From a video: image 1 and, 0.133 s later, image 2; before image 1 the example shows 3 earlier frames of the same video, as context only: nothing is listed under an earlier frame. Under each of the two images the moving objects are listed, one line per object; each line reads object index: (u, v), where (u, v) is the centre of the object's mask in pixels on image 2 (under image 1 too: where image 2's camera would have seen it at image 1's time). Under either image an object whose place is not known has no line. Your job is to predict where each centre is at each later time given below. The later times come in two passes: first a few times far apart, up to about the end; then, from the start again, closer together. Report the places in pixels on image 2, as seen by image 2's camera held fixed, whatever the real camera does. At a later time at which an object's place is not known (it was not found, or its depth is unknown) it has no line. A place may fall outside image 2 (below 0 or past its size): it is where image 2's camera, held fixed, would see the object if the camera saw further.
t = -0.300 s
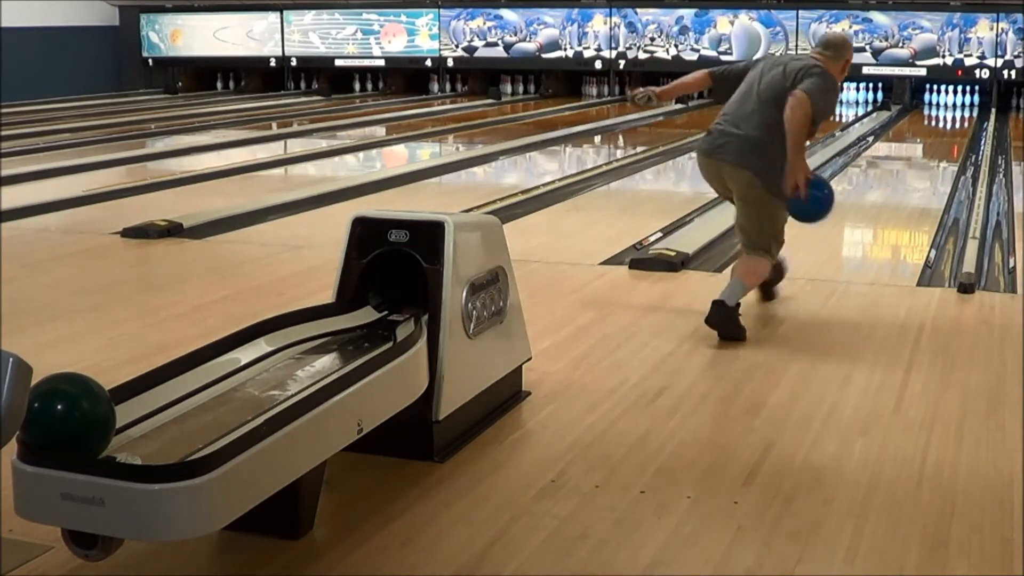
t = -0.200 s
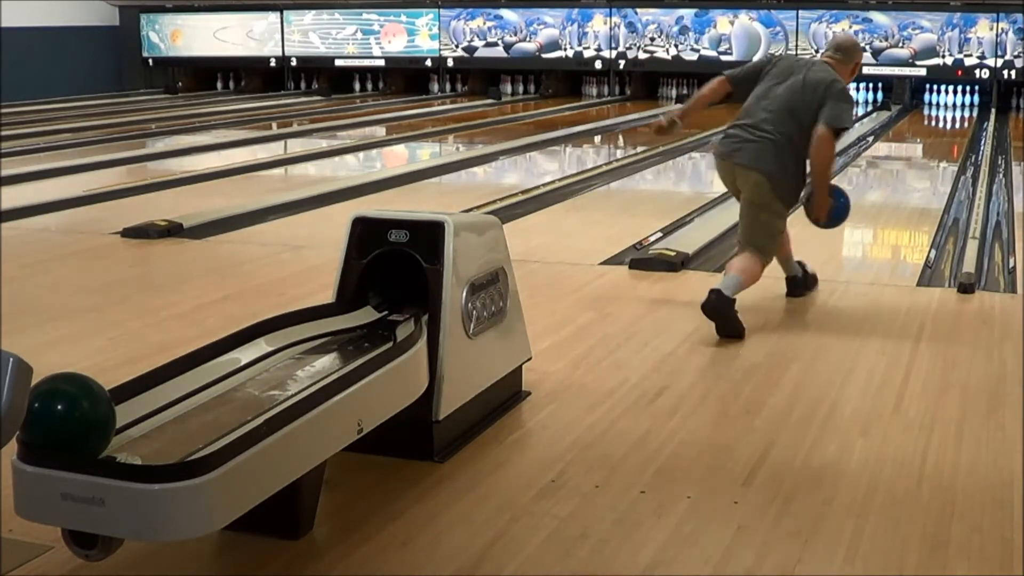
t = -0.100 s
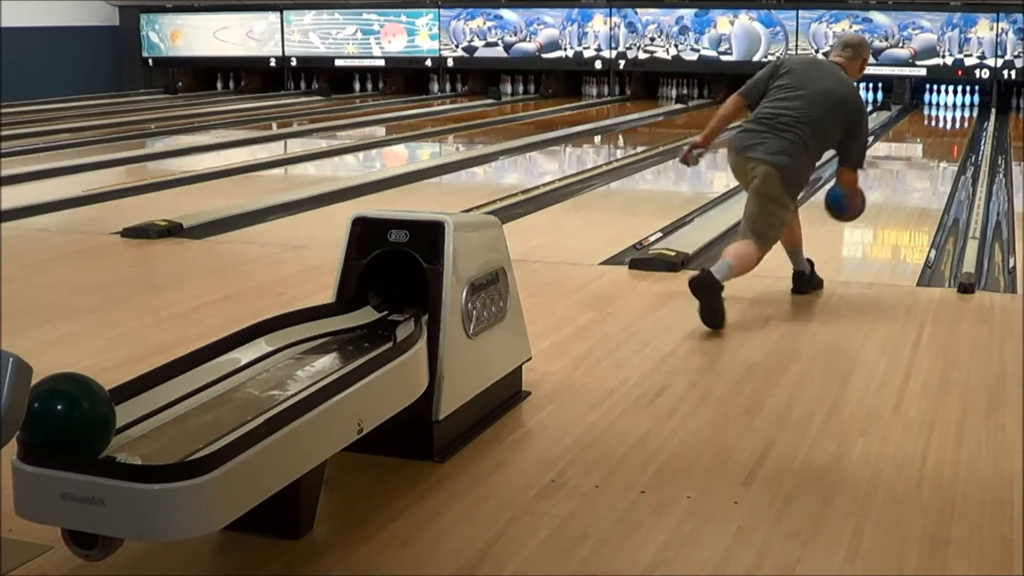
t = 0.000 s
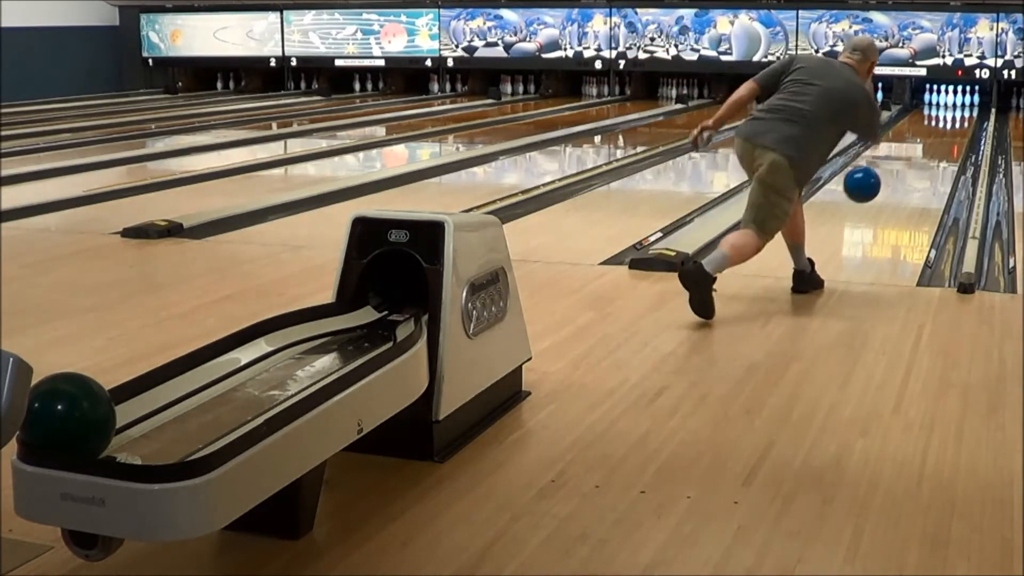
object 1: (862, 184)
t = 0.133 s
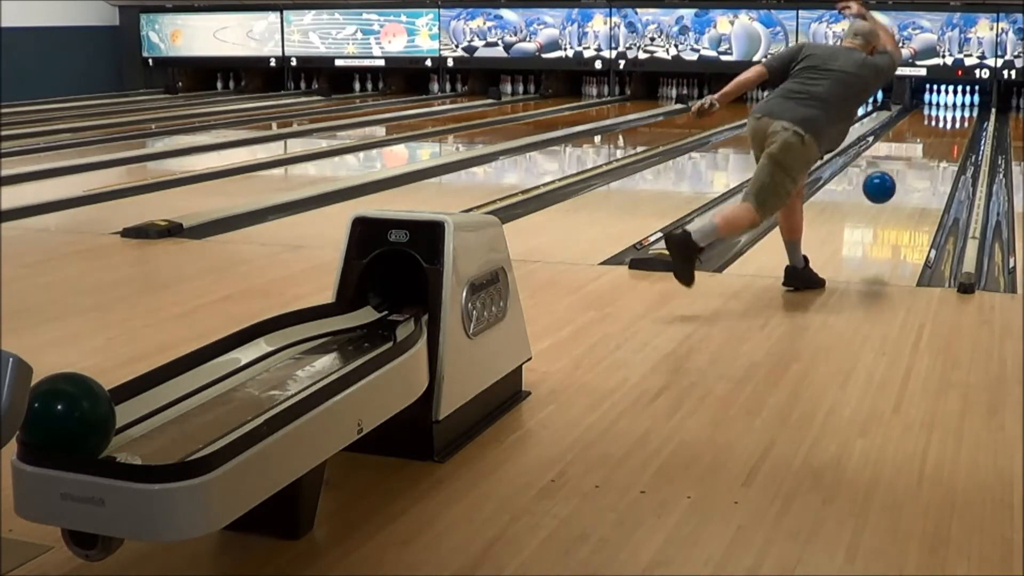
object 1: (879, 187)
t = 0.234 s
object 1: (889, 205)
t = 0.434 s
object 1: (906, 186)
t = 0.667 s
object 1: (923, 166)
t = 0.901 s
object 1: (932, 151)
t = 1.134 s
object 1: (940, 139)
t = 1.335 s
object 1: (945, 130)
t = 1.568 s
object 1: (950, 122)
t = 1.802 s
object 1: (951, 116)
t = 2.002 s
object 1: (954, 111)
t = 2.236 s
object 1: (953, 106)
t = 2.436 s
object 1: (951, 102)
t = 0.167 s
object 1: (882, 192)
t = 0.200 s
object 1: (886, 198)
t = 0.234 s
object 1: (889, 205)
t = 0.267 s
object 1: (892, 203)
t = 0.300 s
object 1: (895, 198)
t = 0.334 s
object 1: (898, 193)
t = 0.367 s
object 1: (901, 191)
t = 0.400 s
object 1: (904, 190)
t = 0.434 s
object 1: (906, 186)
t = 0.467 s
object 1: (908, 183)
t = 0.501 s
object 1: (911, 180)
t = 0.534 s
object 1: (913, 177)
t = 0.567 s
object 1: (915, 174)
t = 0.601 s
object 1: (917, 171)
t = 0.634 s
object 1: (921, 169)
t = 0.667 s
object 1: (923, 166)
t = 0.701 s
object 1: (924, 163)
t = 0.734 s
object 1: (925, 161)
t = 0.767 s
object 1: (926, 159)
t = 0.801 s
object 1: (928, 156)
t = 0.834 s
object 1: (929, 154)
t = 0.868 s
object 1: (931, 152)
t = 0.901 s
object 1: (932, 151)
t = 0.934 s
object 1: (933, 149)
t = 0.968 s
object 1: (935, 147)
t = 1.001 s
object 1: (936, 146)
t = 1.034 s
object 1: (937, 144)
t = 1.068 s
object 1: (938, 142)
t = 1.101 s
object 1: (939, 140)
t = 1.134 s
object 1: (940, 139)
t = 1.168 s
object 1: (941, 137)
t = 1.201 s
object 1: (942, 136)
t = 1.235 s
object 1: (943, 134)
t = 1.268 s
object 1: (944, 133)
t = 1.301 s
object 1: (945, 131)
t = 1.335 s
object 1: (945, 130)
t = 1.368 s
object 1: (946, 128)
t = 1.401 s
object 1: (947, 127)
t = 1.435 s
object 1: (947, 127)
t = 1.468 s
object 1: (948, 125)
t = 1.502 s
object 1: (948, 124)
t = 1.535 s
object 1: (949, 123)
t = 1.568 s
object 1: (950, 122)
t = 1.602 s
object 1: (950, 121)
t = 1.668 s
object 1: (950, 120)
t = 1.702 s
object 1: (951, 119)
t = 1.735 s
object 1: (951, 118)
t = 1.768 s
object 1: (951, 117)
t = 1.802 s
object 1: (951, 116)
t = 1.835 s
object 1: (952, 116)
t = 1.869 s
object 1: (952, 115)
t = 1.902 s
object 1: (953, 113)
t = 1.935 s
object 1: (953, 112)
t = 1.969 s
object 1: (954, 111)
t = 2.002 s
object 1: (954, 111)
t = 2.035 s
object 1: (954, 110)
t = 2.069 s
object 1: (954, 109)
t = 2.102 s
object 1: (953, 108)
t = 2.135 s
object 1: (954, 107)
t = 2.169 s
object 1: (953, 107)
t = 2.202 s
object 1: (953, 106)
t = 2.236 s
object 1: (953, 106)
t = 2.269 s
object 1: (952, 105)
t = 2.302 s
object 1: (952, 105)
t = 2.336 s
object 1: (952, 104)
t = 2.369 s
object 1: (951, 103)
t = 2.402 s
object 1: (951, 103)
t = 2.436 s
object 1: (951, 102)
